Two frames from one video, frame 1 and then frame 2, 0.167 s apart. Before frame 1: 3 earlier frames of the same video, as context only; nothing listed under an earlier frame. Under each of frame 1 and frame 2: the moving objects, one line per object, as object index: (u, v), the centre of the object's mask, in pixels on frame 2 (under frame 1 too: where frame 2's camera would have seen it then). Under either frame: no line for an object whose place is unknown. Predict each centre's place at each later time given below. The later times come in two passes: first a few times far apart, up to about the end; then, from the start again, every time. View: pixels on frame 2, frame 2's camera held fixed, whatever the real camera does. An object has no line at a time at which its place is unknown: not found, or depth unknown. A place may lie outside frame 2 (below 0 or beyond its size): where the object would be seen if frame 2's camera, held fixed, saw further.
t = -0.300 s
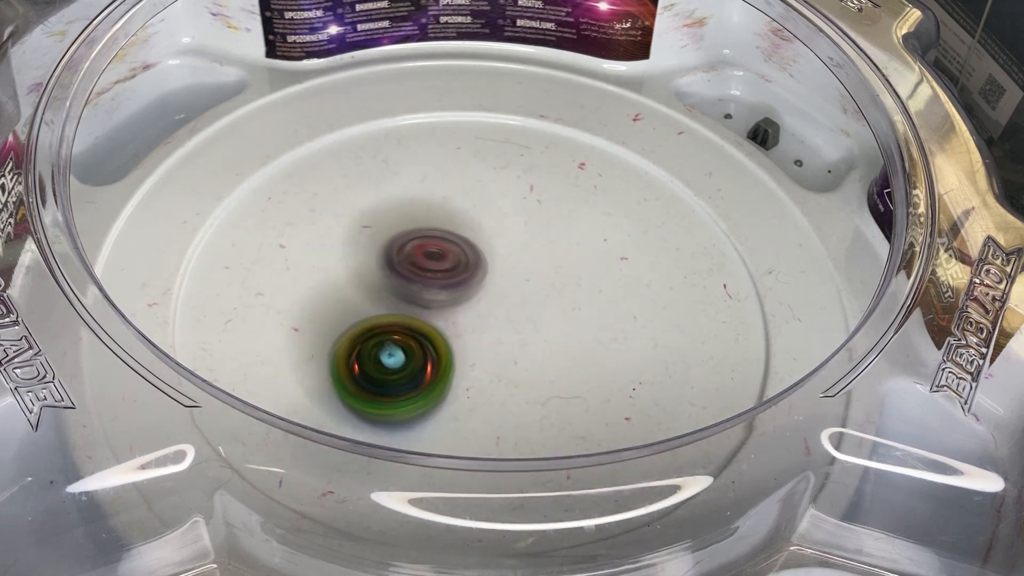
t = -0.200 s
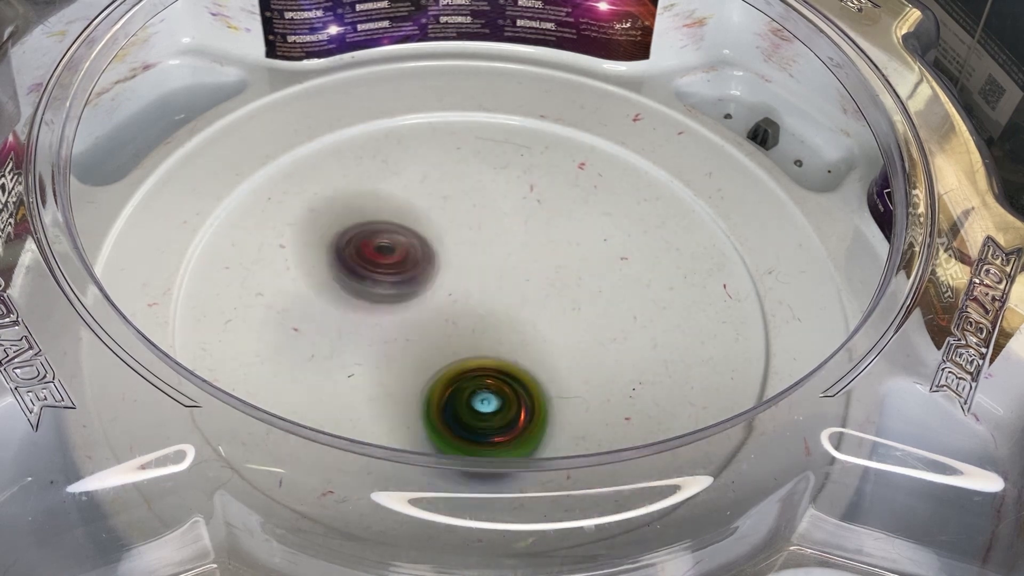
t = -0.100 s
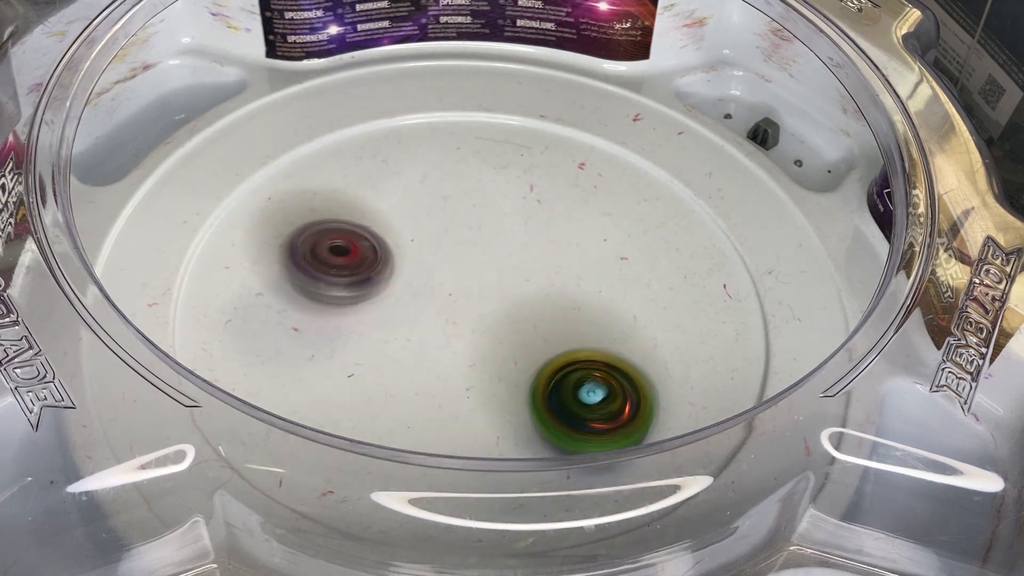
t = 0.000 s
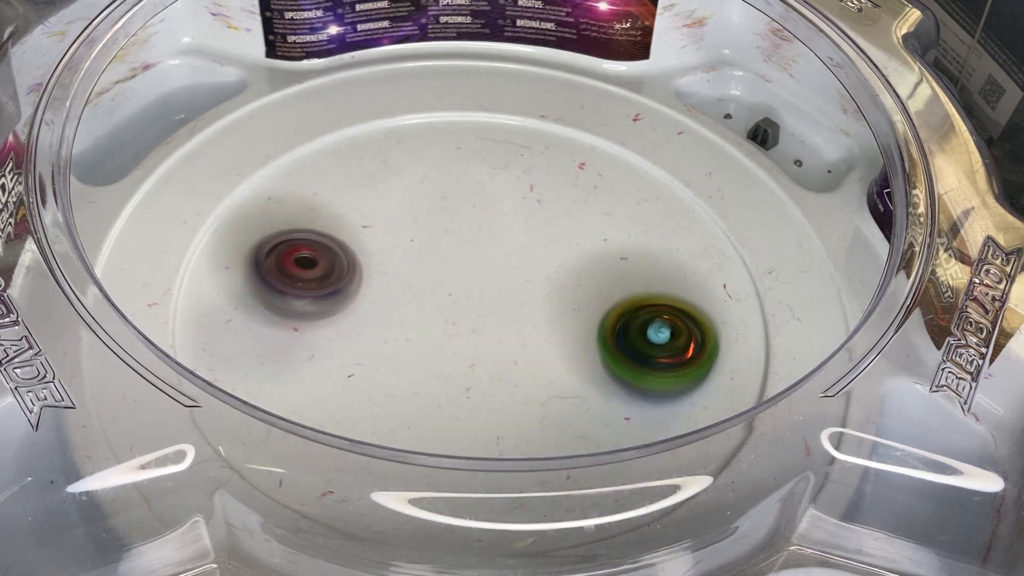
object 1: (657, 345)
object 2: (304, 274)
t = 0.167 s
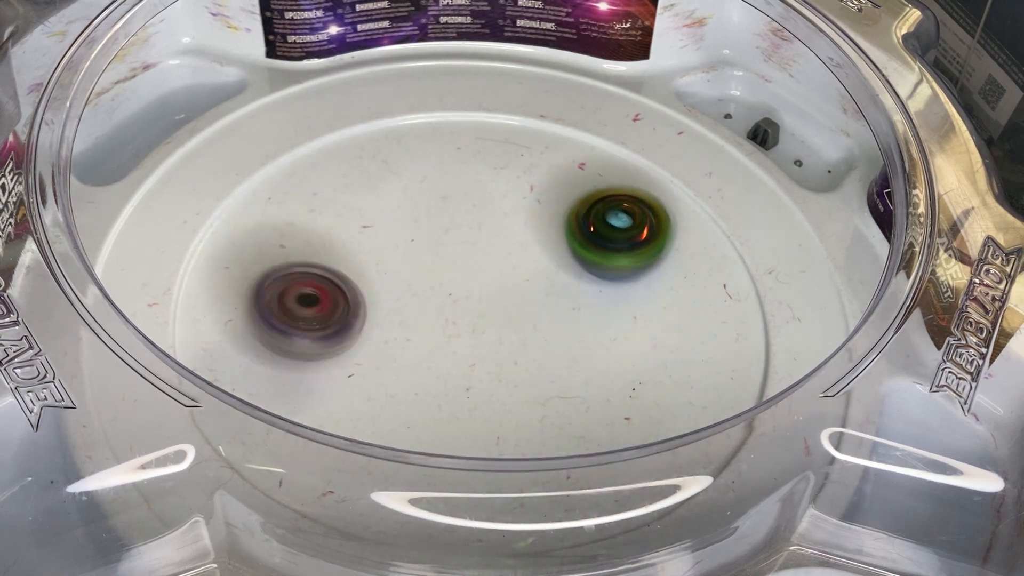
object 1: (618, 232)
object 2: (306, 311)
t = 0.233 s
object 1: (564, 207)
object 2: (330, 325)
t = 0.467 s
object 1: (367, 251)
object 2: (457, 311)
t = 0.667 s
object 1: (319, 375)
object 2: (554, 278)
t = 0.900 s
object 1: (549, 419)
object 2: (591, 214)
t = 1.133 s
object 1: (598, 272)
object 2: (533, 196)
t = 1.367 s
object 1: (493, 253)
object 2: (395, 191)
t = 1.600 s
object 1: (475, 343)
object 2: (319, 281)
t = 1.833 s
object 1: (550, 361)
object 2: (401, 383)
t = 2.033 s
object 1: (574, 307)
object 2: (525, 390)
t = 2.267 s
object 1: (494, 270)
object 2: (595, 316)
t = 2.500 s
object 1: (424, 297)
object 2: (539, 240)
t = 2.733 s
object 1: (418, 353)
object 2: (437, 233)
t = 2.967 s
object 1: (496, 361)
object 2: (381, 293)
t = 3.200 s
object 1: (532, 291)
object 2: (408, 354)
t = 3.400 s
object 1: (483, 245)
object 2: (471, 362)
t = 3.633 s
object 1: (409, 273)
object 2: (516, 308)
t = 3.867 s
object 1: (448, 334)
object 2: (512, 253)
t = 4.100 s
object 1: (531, 308)
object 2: (466, 228)
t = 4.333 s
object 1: (526, 258)
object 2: (413, 244)
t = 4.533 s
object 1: (516, 265)
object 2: (377, 288)
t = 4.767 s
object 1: (573, 251)
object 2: (318, 371)
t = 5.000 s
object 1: (642, 149)
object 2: (278, 416)
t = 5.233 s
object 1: (540, 149)
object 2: (406, 353)
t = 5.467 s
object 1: (574, 206)
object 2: (301, 320)
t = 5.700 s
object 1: (674, 170)
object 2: (312, 368)
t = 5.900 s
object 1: (636, 199)
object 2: (439, 354)
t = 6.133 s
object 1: (610, 274)
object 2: (516, 359)
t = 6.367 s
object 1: (626, 336)
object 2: (516, 403)
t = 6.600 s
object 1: (648, 349)
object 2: (462, 423)
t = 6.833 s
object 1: (578, 317)
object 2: (395, 398)
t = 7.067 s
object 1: (512, 327)
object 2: (357, 326)
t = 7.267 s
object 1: (510, 317)
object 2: (406, 284)
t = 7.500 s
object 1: (643, 360)
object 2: (402, 207)
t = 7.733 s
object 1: (667, 307)
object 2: (441, 276)
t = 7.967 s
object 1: (553, 291)
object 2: (425, 334)
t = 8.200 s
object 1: (449, 298)
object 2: (361, 349)
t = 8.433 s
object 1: (445, 264)
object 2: (357, 317)
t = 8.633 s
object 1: (502, 215)
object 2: (371, 320)
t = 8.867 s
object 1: (532, 179)
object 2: (424, 351)
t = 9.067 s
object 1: (528, 205)
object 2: (454, 380)
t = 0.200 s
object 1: (592, 218)
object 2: (317, 319)
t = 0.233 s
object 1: (564, 207)
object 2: (330, 325)
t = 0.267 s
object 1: (534, 202)
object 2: (347, 329)
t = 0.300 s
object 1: (503, 200)
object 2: (366, 331)
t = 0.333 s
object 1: (472, 202)
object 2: (384, 330)
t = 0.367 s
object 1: (442, 209)
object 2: (405, 328)
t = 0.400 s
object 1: (415, 220)
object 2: (424, 322)
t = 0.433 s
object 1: (388, 233)
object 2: (440, 316)
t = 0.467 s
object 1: (367, 251)
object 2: (457, 311)
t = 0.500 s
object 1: (341, 263)
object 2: (480, 311)
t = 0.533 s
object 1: (322, 280)
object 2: (500, 309)
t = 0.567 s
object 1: (310, 300)
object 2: (518, 302)
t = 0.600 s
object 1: (305, 325)
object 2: (531, 294)
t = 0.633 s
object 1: (308, 351)
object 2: (542, 286)
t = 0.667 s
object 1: (319, 375)
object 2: (554, 278)
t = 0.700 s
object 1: (341, 393)
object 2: (564, 269)
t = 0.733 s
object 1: (365, 421)
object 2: (573, 260)
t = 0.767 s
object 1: (398, 434)
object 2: (580, 250)
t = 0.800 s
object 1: (438, 440)
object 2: (585, 241)
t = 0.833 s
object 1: (478, 446)
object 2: (589, 231)
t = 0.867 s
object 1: (515, 437)
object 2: (590, 223)
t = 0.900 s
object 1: (549, 419)
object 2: (591, 214)
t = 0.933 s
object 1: (577, 409)
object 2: (588, 205)
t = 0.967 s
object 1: (599, 392)
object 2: (583, 199)
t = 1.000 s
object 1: (613, 368)
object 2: (576, 194)
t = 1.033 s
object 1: (618, 343)
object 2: (568, 189)
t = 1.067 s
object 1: (617, 317)
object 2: (556, 190)
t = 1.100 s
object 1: (610, 293)
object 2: (545, 191)
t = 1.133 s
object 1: (598, 272)
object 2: (533, 196)
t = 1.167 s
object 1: (593, 270)
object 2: (508, 180)
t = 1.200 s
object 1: (584, 268)
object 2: (486, 172)
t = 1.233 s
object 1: (570, 262)
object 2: (465, 169)
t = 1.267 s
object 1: (552, 254)
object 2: (449, 173)
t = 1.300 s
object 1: (531, 248)
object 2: (432, 179)
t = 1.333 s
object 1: (507, 246)
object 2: (418, 188)
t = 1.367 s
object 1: (493, 253)
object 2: (395, 191)
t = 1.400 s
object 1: (480, 265)
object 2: (375, 196)
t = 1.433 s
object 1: (469, 280)
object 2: (357, 207)
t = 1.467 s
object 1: (464, 295)
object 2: (345, 219)
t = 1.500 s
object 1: (462, 309)
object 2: (332, 232)
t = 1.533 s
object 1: (463, 324)
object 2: (325, 247)
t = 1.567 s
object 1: (468, 334)
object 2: (320, 264)
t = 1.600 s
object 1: (475, 343)
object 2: (319, 281)
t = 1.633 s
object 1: (483, 350)
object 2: (319, 298)
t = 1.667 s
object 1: (492, 355)
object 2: (324, 315)
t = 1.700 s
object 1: (503, 360)
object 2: (332, 332)
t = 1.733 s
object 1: (514, 363)
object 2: (344, 347)
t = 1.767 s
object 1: (527, 364)
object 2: (361, 361)
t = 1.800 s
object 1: (539, 363)
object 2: (379, 374)
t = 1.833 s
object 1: (550, 361)
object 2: (401, 383)
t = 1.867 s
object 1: (559, 356)
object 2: (422, 391)
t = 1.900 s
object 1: (567, 350)
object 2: (445, 395)
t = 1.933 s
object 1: (572, 343)
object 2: (469, 396)
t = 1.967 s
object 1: (574, 333)
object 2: (490, 396)
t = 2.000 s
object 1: (576, 320)
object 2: (508, 395)
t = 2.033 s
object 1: (574, 307)
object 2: (525, 390)
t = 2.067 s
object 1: (568, 295)
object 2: (542, 385)
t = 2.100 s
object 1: (558, 285)
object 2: (557, 376)
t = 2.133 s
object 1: (545, 278)
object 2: (571, 366)
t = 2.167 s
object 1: (532, 274)
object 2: (582, 356)
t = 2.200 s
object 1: (520, 270)
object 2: (587, 344)
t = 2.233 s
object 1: (506, 269)
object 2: (592, 329)
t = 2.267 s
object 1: (494, 270)
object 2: (595, 316)
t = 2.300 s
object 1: (483, 271)
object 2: (592, 304)
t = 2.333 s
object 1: (472, 274)
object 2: (587, 291)
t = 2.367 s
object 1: (460, 277)
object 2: (582, 279)
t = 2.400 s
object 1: (449, 281)
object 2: (574, 267)
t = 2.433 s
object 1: (440, 286)
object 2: (563, 257)
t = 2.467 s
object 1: (433, 291)
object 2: (552, 248)
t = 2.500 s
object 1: (424, 297)
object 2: (539, 240)
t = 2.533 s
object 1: (418, 305)
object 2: (526, 236)
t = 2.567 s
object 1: (413, 313)
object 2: (511, 231)
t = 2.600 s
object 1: (410, 320)
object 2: (495, 228)
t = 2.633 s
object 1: (409, 329)
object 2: (481, 227)
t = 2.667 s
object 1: (410, 338)
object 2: (466, 228)
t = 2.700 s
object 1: (413, 346)
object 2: (450, 230)
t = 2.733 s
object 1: (418, 353)
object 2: (437, 233)
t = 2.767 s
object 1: (426, 360)
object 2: (424, 238)
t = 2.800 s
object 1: (437, 365)
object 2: (413, 245)
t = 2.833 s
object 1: (448, 368)
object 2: (401, 252)
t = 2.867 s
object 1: (460, 370)
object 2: (392, 262)
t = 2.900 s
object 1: (474, 369)
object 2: (387, 271)
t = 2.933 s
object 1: (486, 366)
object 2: (383, 281)
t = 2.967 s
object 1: (496, 361)
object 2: (381, 293)
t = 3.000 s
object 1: (505, 354)
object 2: (382, 304)
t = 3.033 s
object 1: (512, 346)
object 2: (387, 315)
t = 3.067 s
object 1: (516, 336)
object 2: (393, 325)
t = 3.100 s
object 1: (519, 327)
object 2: (402, 334)
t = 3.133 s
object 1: (529, 315)
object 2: (400, 341)
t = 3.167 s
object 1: (533, 302)
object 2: (402, 348)
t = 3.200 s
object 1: (532, 291)
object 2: (408, 354)
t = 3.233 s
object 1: (529, 281)
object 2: (417, 359)
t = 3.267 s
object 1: (523, 271)
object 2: (426, 364)
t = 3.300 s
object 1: (516, 262)
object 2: (437, 366)
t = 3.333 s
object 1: (506, 254)
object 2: (448, 367)
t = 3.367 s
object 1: (495, 249)
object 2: (460, 366)
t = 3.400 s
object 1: (483, 245)
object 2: (471, 362)
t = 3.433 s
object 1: (469, 243)
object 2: (481, 358)
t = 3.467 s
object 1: (456, 243)
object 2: (490, 352)
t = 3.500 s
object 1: (444, 245)
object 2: (499, 345)
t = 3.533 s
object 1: (432, 249)
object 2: (506, 336)
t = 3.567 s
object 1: (422, 256)
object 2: (511, 327)
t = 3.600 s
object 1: (414, 263)
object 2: (514, 318)
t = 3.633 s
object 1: (409, 273)
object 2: (516, 308)
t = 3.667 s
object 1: (404, 283)
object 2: (519, 300)
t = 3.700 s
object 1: (403, 293)
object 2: (520, 291)
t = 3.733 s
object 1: (406, 304)
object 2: (520, 282)
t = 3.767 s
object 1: (412, 314)
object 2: (520, 274)
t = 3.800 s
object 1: (421, 323)
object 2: (518, 266)
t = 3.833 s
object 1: (434, 330)
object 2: (515, 259)
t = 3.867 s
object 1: (448, 334)
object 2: (512, 253)
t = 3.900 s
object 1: (463, 336)
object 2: (508, 247)
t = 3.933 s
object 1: (478, 335)
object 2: (502, 242)
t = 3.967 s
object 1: (491, 331)
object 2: (496, 238)
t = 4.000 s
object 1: (504, 325)
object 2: (489, 234)
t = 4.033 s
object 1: (515, 321)
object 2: (481, 232)
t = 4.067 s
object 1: (524, 315)
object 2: (474, 229)
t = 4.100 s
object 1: (531, 308)
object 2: (466, 228)
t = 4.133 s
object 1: (535, 299)
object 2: (458, 227)
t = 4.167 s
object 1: (537, 289)
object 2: (450, 228)
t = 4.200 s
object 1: (537, 281)
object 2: (442, 229)
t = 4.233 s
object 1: (538, 275)
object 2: (433, 231)
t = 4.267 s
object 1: (537, 268)
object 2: (425, 234)
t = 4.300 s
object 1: (533, 263)
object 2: (418, 239)
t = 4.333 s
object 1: (526, 258)
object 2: (413, 244)
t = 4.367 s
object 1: (526, 256)
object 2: (400, 248)
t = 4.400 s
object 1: (526, 256)
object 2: (390, 254)
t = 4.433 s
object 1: (524, 257)
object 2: (384, 262)
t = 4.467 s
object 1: (522, 260)
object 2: (379, 270)
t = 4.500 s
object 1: (519, 262)
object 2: (377, 279)
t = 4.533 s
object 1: (516, 265)
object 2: (377, 288)
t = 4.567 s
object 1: (512, 267)
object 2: (379, 297)
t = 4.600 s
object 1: (508, 270)
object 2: (383, 307)
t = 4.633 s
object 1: (504, 271)
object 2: (389, 316)
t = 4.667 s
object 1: (500, 274)
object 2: (398, 323)
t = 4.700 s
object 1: (497, 277)
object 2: (408, 331)
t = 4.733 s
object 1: (528, 269)
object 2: (374, 347)
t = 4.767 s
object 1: (573, 251)
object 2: (318, 371)
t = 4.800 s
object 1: (606, 235)
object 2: (264, 391)
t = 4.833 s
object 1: (629, 218)
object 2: (233, 408)
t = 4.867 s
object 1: (641, 205)
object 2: (219, 412)
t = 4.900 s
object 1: (645, 190)
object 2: (224, 417)
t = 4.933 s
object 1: (648, 176)
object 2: (239, 424)
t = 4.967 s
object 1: (646, 162)
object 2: (259, 424)
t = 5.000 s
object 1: (642, 149)
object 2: (278, 416)
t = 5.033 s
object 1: (635, 140)
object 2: (304, 415)
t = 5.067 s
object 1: (620, 135)
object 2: (328, 400)
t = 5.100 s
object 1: (606, 131)
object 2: (347, 397)
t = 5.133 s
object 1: (590, 130)
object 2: (365, 391)
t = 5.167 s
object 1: (573, 133)
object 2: (382, 380)
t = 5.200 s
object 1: (556, 140)
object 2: (396, 367)
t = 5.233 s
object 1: (540, 149)
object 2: (406, 353)
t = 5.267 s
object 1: (524, 162)
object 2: (414, 339)
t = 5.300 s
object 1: (508, 176)
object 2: (417, 324)
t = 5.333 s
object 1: (496, 191)
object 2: (421, 313)
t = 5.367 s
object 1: (486, 209)
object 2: (424, 303)
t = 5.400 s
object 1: (482, 227)
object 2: (421, 294)
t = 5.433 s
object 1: (530, 216)
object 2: (364, 304)
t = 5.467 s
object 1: (574, 206)
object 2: (301, 320)
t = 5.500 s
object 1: (609, 197)
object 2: (243, 345)
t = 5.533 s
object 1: (635, 192)
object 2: (207, 341)
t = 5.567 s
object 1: (652, 187)
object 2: (217, 350)
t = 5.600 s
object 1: (662, 181)
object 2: (237, 357)
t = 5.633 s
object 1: (670, 176)
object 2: (261, 362)
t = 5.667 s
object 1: (676, 172)
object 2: (285, 366)
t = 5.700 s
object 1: (674, 170)
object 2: (312, 368)
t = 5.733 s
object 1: (668, 171)
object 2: (338, 367)
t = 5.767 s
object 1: (664, 173)
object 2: (362, 363)
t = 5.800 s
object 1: (656, 177)
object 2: (382, 363)
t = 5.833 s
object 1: (649, 183)
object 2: (402, 360)
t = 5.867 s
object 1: (642, 189)
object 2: (421, 357)
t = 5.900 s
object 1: (636, 199)
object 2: (439, 354)
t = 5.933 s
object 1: (628, 209)
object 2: (456, 351)
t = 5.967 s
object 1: (618, 221)
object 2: (473, 348)
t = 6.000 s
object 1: (610, 232)
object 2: (492, 344)
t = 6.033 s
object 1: (601, 247)
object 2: (508, 340)
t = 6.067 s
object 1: (596, 261)
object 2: (524, 336)
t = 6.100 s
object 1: (600, 269)
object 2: (529, 340)
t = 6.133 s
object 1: (610, 274)
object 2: (516, 359)
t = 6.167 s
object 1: (615, 282)
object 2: (506, 369)
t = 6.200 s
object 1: (618, 291)
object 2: (501, 376)
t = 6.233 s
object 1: (620, 300)
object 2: (501, 381)
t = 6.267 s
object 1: (623, 309)
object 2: (503, 385)
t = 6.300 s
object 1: (625, 318)
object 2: (507, 391)
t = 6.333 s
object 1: (626, 327)
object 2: (511, 397)
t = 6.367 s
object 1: (626, 336)
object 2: (516, 403)
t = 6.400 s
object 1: (626, 344)
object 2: (519, 408)
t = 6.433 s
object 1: (626, 350)
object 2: (521, 411)
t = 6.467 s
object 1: (626, 357)
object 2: (522, 414)
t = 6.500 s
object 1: (623, 363)
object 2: (524, 415)
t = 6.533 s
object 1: (629, 363)
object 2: (511, 419)
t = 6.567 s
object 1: (642, 356)
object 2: (484, 421)
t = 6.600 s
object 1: (648, 349)
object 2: (462, 423)
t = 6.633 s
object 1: (649, 342)
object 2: (449, 423)
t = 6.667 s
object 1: (646, 337)
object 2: (438, 421)
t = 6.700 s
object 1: (637, 331)
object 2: (426, 419)
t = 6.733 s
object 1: (626, 325)
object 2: (417, 415)
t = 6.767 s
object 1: (612, 321)
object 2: (408, 411)
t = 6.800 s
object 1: (595, 319)
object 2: (402, 406)
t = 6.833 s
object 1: (578, 317)
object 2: (395, 398)
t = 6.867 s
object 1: (561, 317)
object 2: (391, 389)
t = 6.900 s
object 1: (543, 320)
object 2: (389, 379)
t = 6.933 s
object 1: (525, 322)
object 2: (390, 369)
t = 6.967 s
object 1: (508, 326)
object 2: (390, 358)
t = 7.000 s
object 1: (496, 328)
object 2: (386, 349)
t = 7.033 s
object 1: (506, 329)
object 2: (369, 337)
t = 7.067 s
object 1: (512, 327)
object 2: (357, 326)
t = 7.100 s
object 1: (514, 327)
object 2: (354, 315)
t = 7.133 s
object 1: (514, 326)
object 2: (360, 307)
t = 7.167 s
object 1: (514, 324)
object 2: (371, 299)
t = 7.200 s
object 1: (512, 322)
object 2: (382, 294)
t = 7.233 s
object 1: (511, 319)
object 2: (394, 290)
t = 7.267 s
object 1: (510, 317)
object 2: (406, 284)
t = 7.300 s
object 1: (535, 333)
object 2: (395, 263)
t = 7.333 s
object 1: (561, 348)
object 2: (384, 238)
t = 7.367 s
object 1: (582, 360)
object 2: (377, 218)
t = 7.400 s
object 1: (598, 364)
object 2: (379, 205)
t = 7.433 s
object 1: (613, 365)
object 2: (383, 199)
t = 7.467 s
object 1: (628, 363)
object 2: (392, 199)
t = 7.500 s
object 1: (643, 360)
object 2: (402, 207)
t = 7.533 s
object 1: (656, 356)
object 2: (409, 216)
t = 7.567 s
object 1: (668, 349)
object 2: (417, 226)
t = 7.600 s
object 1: (676, 341)
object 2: (423, 235)
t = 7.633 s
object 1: (681, 333)
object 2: (430, 246)
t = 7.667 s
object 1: (681, 324)
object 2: (434, 256)
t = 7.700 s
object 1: (677, 315)
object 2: (439, 265)
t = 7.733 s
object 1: (667, 307)
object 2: (441, 276)
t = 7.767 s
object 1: (655, 300)
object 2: (443, 284)
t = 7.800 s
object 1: (640, 295)
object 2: (442, 295)
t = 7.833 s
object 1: (624, 292)
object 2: (441, 303)
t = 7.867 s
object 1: (606, 290)
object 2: (439, 312)
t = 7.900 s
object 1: (589, 290)
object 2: (435, 320)
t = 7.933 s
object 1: (571, 290)
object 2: (432, 327)
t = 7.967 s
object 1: (553, 291)
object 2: (425, 334)
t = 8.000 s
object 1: (536, 292)
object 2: (419, 339)
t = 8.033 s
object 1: (518, 294)
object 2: (409, 344)
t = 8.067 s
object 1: (500, 296)
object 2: (403, 348)
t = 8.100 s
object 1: (484, 298)
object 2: (392, 350)
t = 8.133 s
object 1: (471, 299)
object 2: (381, 350)
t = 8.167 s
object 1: (458, 300)
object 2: (372, 350)
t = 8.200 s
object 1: (449, 298)
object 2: (361, 349)
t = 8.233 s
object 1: (444, 295)
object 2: (352, 345)
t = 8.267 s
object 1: (437, 291)
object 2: (348, 340)
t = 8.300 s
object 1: (435, 287)
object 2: (346, 334)
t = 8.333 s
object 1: (437, 282)
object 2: (343, 331)
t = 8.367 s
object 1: (440, 277)
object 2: (345, 326)
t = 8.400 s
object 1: (442, 270)
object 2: (350, 321)
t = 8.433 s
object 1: (445, 264)
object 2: (357, 317)
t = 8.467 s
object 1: (448, 257)
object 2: (364, 314)
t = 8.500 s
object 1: (456, 250)
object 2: (366, 312)
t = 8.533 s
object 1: (474, 240)
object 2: (358, 315)
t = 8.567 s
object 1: (487, 232)
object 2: (356, 316)
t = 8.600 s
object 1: (495, 224)
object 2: (362, 318)
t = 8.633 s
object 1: (502, 215)
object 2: (371, 320)
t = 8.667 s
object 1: (508, 208)
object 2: (379, 324)
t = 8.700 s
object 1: (514, 201)
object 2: (387, 329)
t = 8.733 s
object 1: (520, 195)
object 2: (395, 332)
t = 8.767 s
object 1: (525, 189)
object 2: (403, 337)
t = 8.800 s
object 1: (528, 184)
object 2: (411, 342)
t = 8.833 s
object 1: (530, 181)
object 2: (417, 347)
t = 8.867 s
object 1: (532, 179)
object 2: (424, 351)
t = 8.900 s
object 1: (533, 178)
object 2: (430, 355)
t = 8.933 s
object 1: (533, 179)
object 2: (437, 361)
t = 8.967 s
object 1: (530, 184)
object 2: (442, 366)
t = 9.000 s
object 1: (529, 189)
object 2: (447, 371)
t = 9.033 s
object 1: (529, 197)
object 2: (451, 375)
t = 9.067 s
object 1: (528, 205)
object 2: (454, 380)
